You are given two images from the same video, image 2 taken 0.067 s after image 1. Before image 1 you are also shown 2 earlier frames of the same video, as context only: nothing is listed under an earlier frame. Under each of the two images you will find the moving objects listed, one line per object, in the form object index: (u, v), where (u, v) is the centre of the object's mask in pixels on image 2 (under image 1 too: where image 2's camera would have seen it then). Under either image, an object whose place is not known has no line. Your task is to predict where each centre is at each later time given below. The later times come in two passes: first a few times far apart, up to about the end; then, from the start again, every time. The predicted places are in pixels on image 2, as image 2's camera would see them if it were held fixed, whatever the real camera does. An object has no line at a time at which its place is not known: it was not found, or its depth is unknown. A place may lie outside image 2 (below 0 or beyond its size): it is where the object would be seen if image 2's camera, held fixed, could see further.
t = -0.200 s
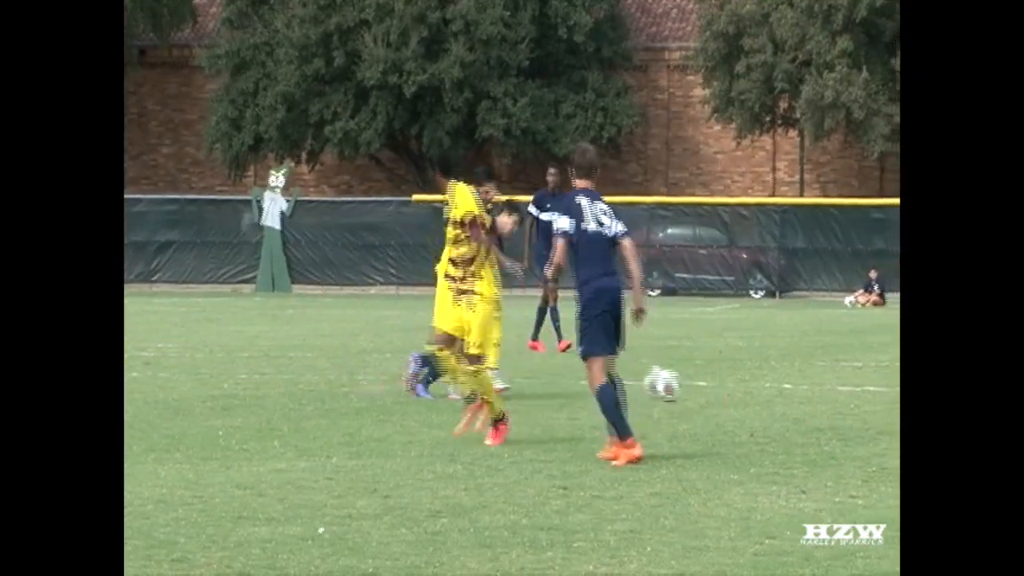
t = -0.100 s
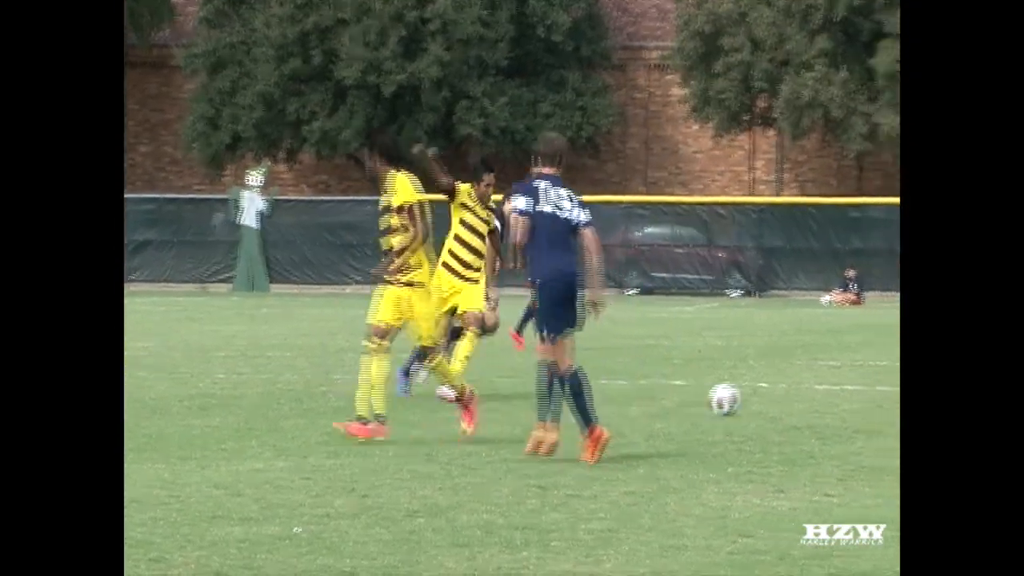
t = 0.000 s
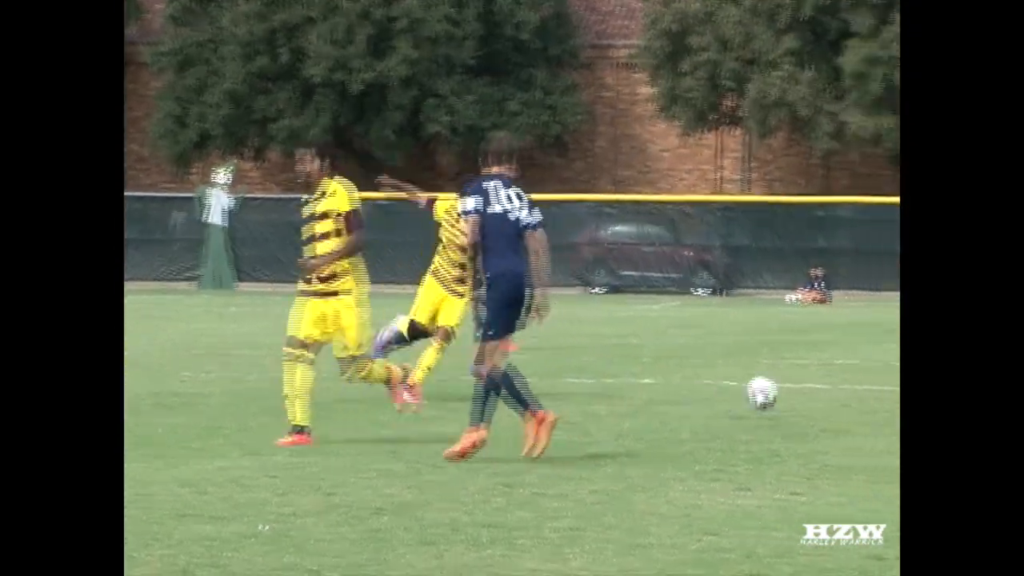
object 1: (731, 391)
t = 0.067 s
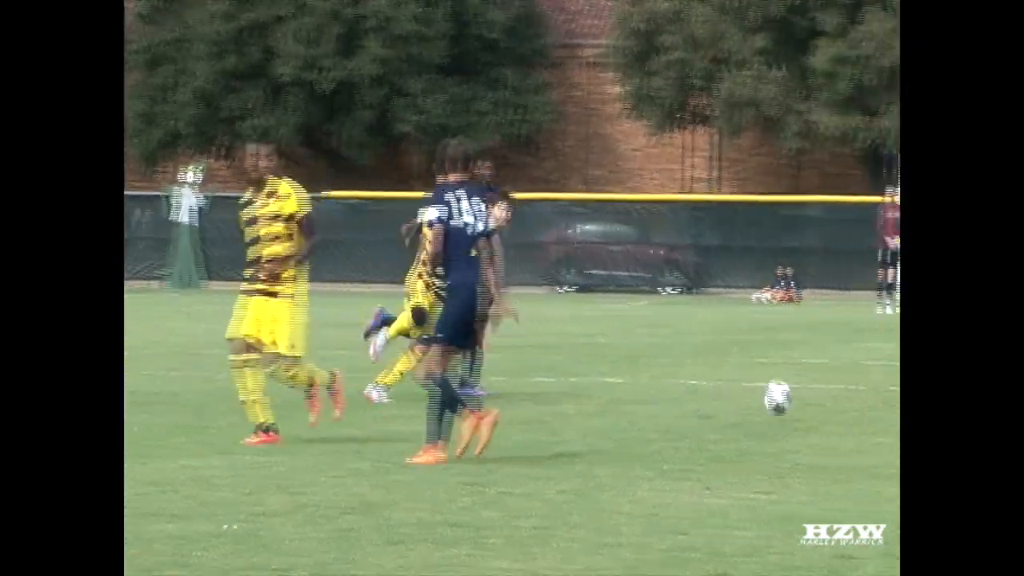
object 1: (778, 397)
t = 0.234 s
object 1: (885, 402)
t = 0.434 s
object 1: (1000, 414)
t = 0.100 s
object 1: (801, 403)
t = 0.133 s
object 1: (825, 407)
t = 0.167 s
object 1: (845, 405)
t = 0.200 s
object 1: (865, 404)
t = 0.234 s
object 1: (885, 402)
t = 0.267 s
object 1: (905, 403)
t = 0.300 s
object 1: (924, 404)
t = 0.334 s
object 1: (945, 409)
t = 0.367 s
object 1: (966, 413)
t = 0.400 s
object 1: (984, 413)
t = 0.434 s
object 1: (1000, 414)
